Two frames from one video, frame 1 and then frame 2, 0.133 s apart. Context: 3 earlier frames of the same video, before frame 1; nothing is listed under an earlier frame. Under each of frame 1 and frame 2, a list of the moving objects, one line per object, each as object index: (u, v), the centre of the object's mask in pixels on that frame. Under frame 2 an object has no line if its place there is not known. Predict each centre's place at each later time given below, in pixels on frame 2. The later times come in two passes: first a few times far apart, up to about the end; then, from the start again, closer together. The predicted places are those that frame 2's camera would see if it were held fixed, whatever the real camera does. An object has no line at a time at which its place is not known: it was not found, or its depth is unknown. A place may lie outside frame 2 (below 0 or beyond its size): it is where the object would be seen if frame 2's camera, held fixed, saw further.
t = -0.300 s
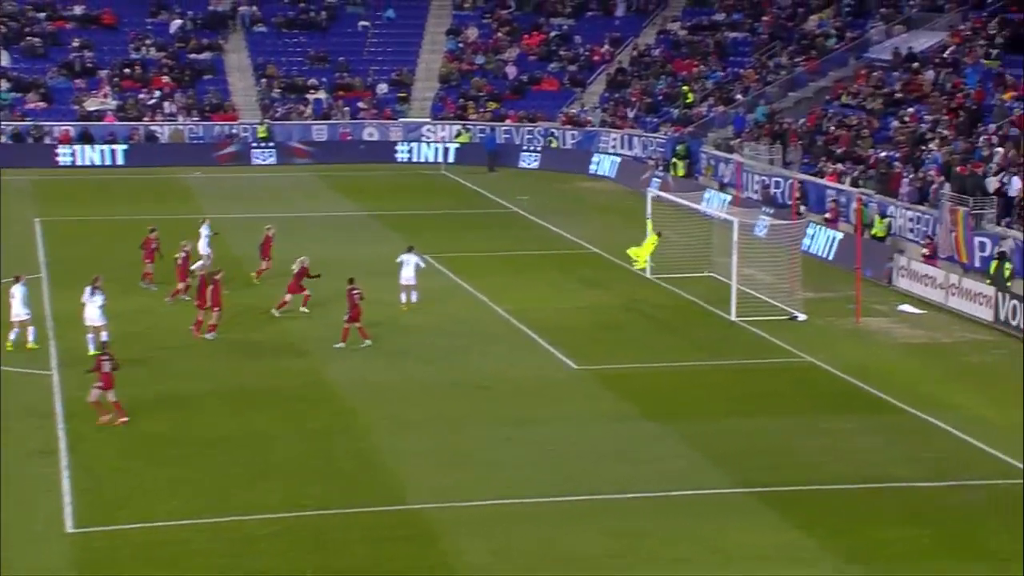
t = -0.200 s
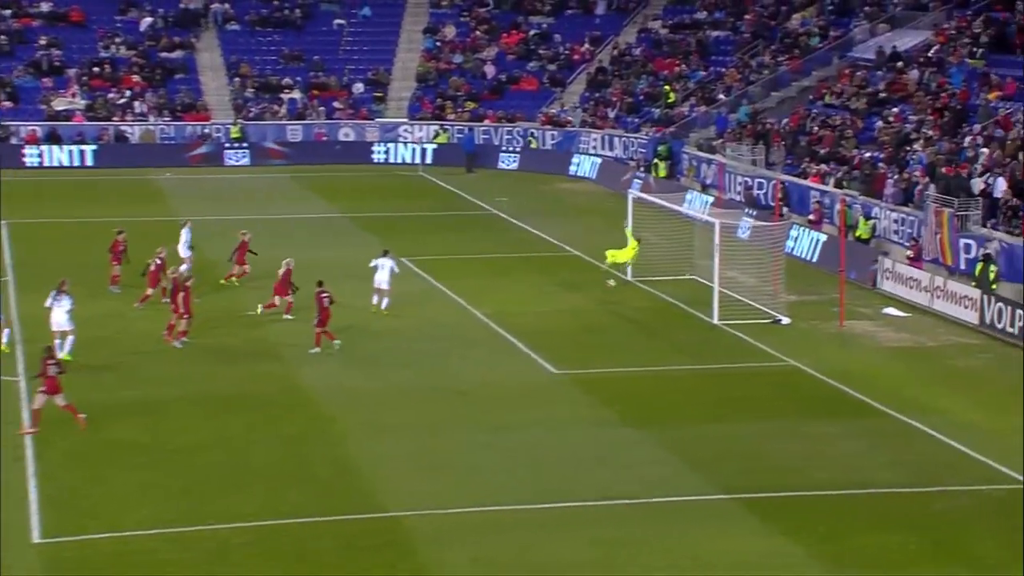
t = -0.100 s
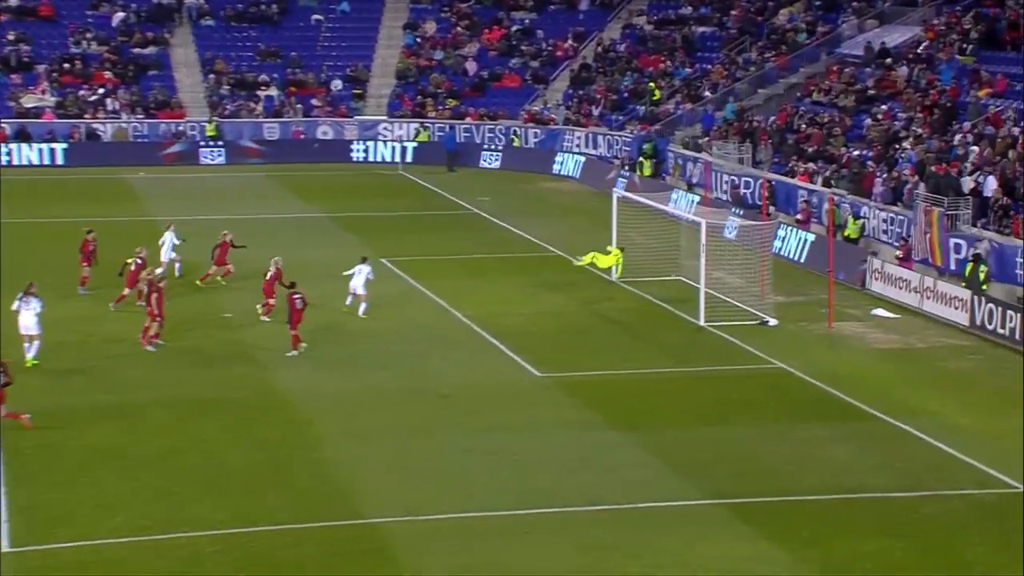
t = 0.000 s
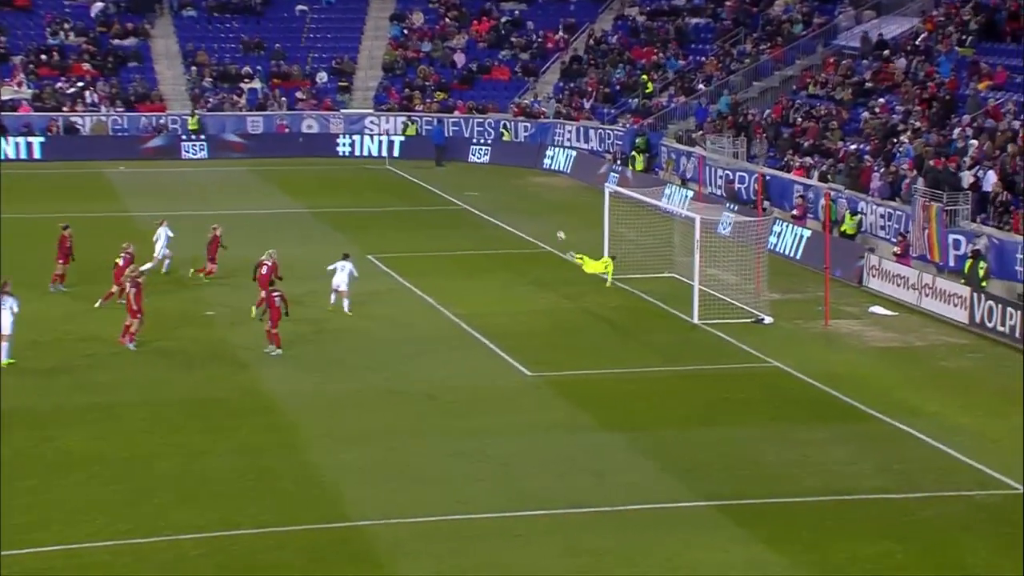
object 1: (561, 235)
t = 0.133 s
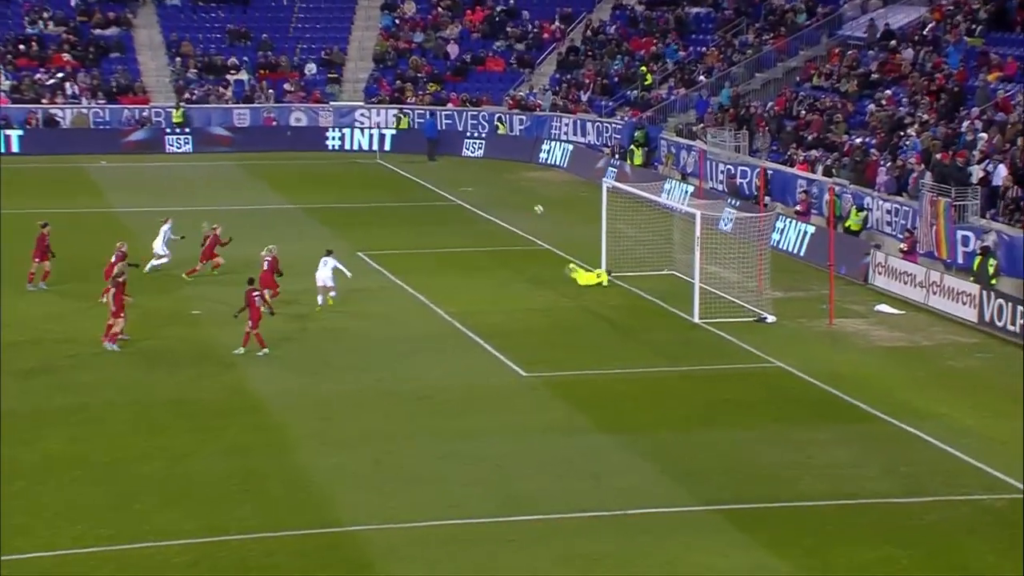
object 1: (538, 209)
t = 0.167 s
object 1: (534, 204)
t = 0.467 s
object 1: (495, 180)
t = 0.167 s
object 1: (534, 204)
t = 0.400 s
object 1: (504, 182)
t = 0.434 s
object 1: (499, 181)
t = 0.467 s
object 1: (495, 180)
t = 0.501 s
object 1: (490, 179)
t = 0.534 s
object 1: (484, 178)
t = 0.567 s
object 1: (479, 178)
